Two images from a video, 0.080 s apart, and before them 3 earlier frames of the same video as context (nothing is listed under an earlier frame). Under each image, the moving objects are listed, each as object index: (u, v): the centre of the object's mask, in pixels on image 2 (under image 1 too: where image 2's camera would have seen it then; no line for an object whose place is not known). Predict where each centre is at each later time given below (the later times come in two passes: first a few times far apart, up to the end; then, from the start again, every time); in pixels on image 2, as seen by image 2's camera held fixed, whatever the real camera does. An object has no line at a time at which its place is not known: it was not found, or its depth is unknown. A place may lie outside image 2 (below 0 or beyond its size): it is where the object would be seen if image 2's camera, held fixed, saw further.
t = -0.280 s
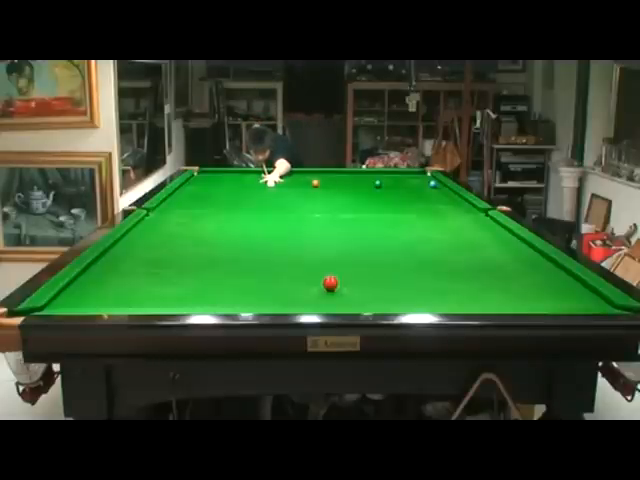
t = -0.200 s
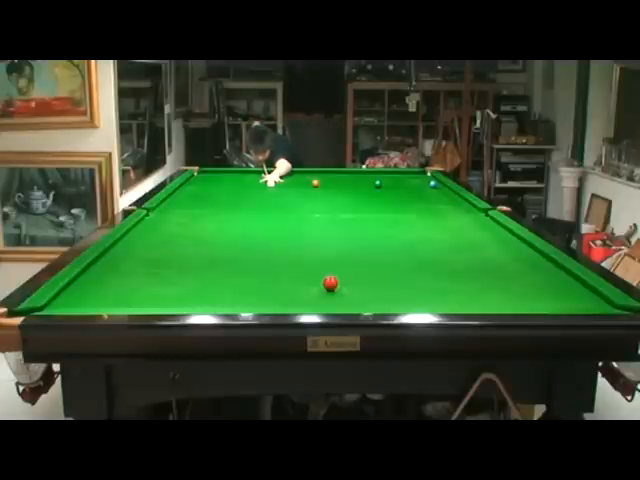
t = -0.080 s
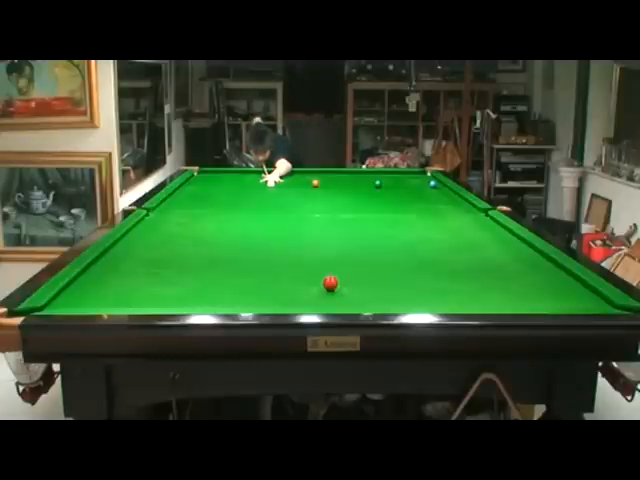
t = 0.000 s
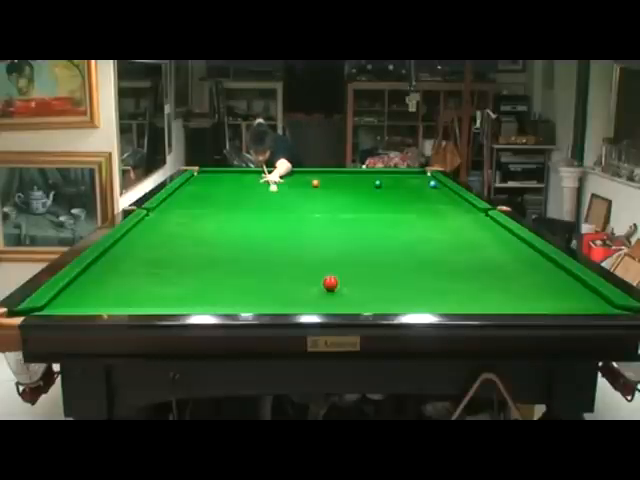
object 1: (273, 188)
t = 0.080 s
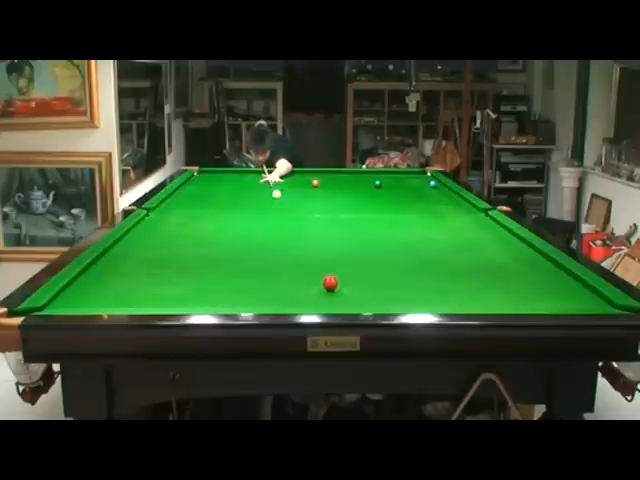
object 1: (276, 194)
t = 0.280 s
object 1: (284, 209)
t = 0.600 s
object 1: (300, 241)
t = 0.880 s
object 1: (312, 281)
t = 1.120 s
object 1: (250, 304)
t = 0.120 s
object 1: (278, 196)
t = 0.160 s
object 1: (279, 200)
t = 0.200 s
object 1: (281, 202)
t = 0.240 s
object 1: (282, 206)
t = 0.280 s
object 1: (284, 209)
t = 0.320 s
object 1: (286, 212)
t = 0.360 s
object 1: (287, 215)
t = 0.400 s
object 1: (289, 219)
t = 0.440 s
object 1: (292, 223)
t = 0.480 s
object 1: (293, 227)
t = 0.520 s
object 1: (296, 231)
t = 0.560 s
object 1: (298, 236)
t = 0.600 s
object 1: (300, 241)
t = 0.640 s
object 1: (303, 246)
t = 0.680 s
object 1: (305, 252)
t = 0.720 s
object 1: (308, 257)
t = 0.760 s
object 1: (311, 263)
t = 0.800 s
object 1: (315, 270)
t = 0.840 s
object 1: (318, 277)
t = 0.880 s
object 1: (312, 281)
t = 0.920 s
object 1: (301, 284)
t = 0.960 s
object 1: (290, 288)
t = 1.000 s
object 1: (280, 292)
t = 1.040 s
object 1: (271, 296)
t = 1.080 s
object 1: (261, 299)
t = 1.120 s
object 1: (250, 304)
